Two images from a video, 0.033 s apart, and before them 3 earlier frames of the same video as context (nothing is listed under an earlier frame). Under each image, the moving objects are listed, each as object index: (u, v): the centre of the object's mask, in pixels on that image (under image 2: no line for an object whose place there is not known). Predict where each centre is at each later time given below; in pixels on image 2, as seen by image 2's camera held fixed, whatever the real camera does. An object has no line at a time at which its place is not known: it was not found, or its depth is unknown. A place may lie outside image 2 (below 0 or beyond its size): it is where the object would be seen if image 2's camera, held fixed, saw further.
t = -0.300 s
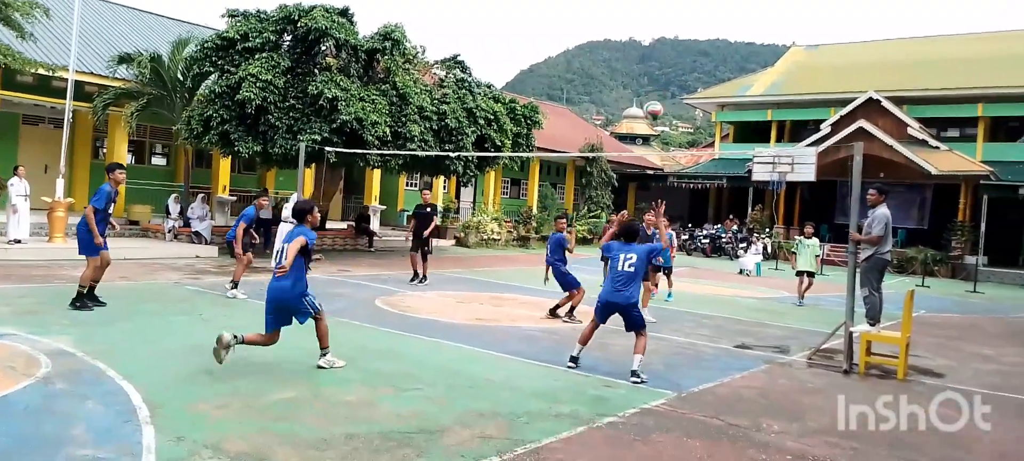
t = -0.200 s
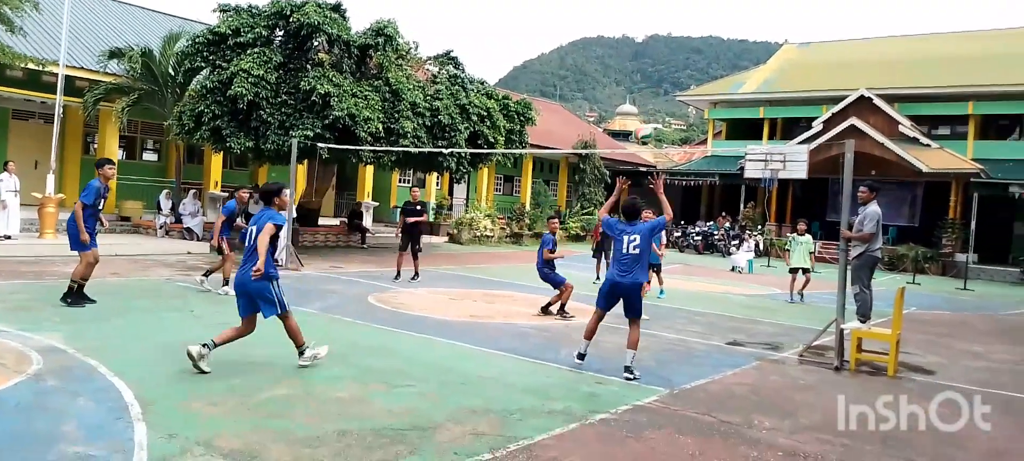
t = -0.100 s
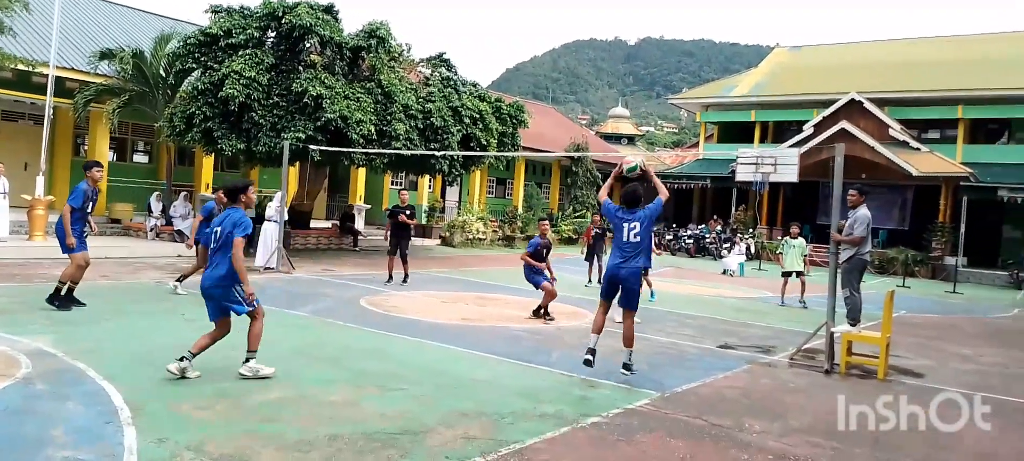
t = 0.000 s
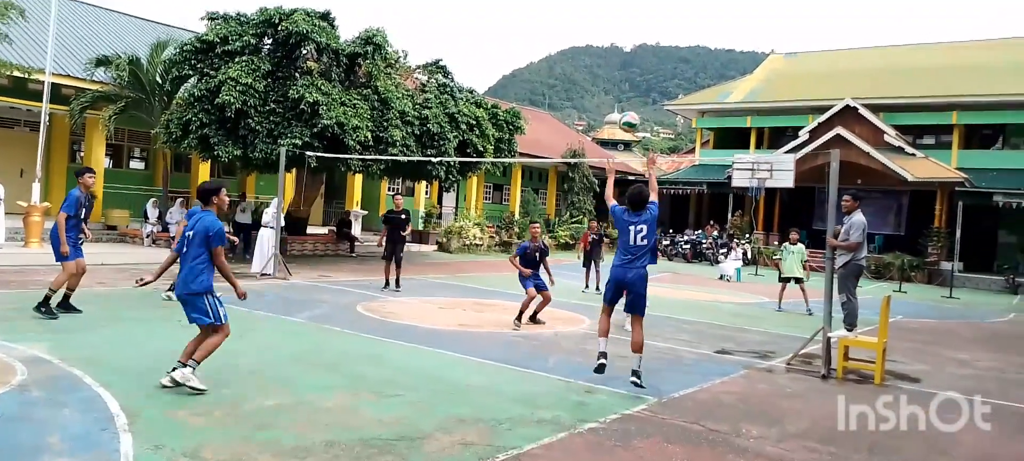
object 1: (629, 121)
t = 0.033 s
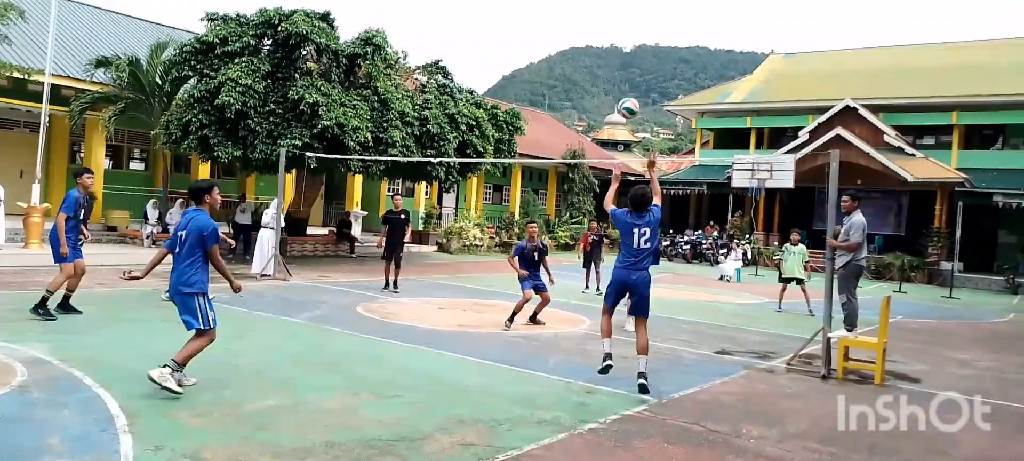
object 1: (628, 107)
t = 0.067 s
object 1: (628, 94)
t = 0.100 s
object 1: (628, 82)
